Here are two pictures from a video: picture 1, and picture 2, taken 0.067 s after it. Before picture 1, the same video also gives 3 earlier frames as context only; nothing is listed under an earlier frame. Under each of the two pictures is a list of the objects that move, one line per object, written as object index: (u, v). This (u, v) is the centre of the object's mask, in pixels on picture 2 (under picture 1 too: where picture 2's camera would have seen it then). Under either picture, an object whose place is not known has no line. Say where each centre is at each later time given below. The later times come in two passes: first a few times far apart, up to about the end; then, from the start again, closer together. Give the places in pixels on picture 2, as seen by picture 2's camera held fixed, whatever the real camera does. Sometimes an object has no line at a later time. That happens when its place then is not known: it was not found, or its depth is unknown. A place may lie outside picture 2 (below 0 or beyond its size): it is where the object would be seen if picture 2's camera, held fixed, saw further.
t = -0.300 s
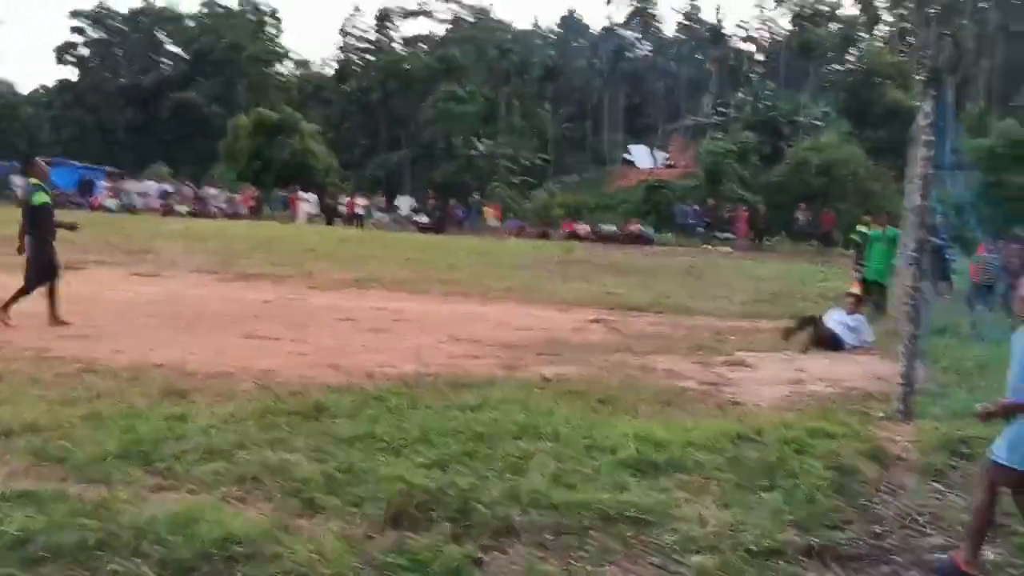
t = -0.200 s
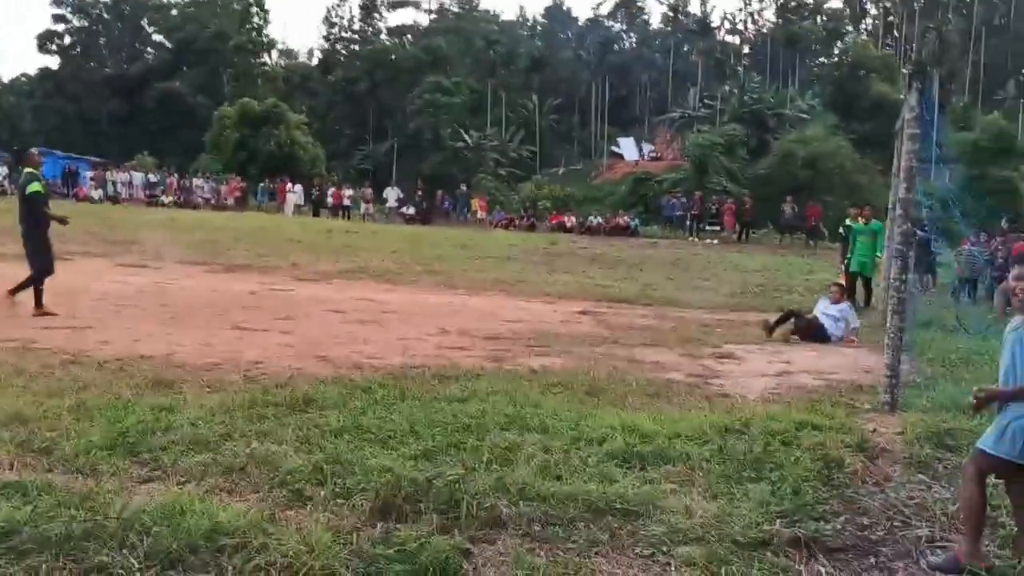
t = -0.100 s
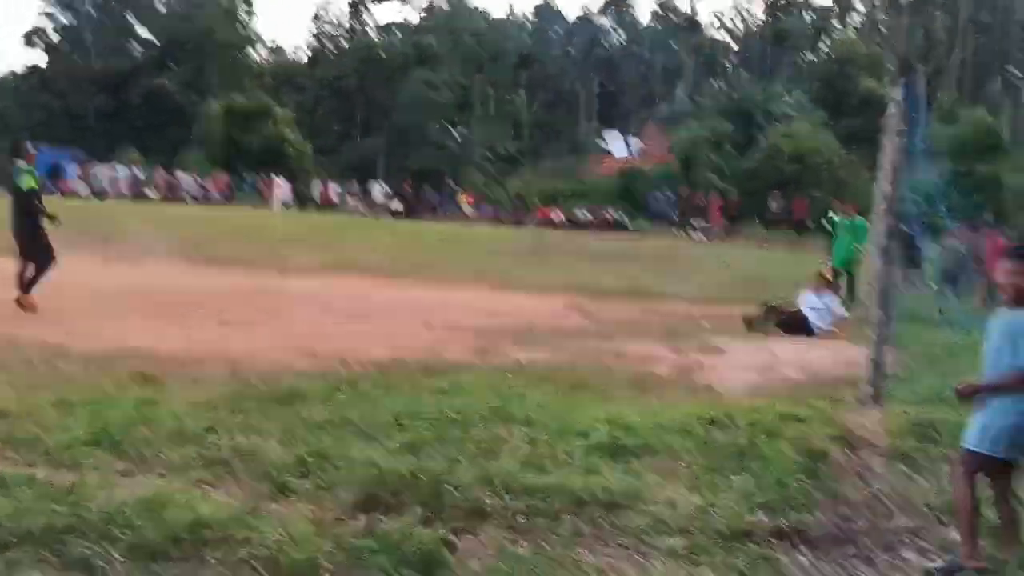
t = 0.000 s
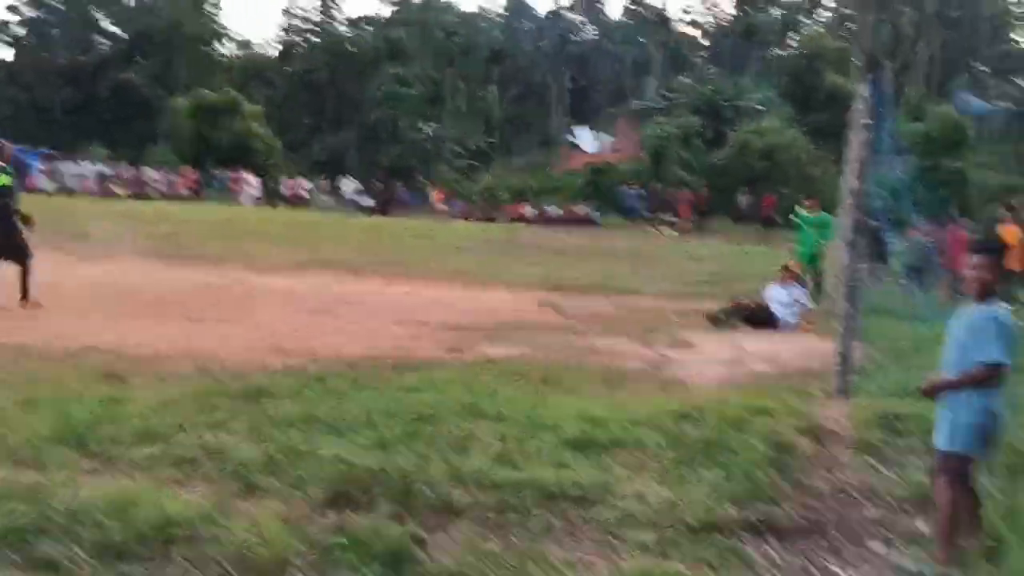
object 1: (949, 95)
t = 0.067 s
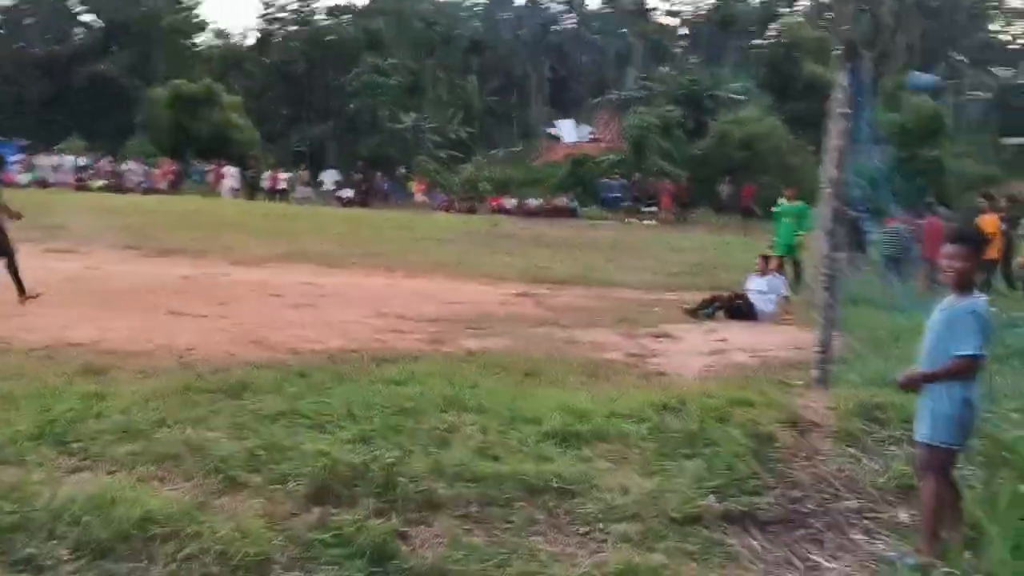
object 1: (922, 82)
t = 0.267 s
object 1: (830, 63)
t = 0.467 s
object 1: (755, 78)
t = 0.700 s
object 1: (657, 139)
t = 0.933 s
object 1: (563, 243)
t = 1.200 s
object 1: (499, 223)
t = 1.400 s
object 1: (462, 172)
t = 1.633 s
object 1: (418, 157)
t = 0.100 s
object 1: (909, 75)
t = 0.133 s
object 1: (894, 72)
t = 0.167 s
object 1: (881, 68)
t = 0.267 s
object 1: (830, 63)
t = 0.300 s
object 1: (822, 65)
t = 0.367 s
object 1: (796, 65)
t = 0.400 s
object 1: (782, 69)
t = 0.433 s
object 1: (768, 71)
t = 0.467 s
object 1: (755, 78)
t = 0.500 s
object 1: (740, 83)
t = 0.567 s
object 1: (712, 98)
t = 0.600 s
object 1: (699, 107)
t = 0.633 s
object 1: (684, 117)
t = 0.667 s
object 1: (672, 126)
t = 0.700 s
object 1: (657, 139)
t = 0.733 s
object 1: (644, 150)
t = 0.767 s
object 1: (631, 164)
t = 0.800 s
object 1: (615, 186)
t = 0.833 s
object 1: (604, 194)
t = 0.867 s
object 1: (589, 208)
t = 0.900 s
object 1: (576, 224)
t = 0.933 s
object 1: (563, 243)
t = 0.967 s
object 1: (551, 260)
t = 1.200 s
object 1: (499, 223)
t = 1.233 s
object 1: (492, 213)
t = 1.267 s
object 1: (486, 203)
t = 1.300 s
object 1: (480, 193)
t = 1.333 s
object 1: (474, 189)
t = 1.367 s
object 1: (468, 178)
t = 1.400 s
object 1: (462, 172)
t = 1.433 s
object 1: (456, 169)
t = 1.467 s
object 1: (450, 163)
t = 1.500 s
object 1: (444, 160)
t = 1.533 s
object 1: (437, 158)
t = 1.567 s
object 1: (431, 157)
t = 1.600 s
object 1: (424, 156)
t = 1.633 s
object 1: (418, 157)
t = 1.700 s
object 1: (405, 160)
